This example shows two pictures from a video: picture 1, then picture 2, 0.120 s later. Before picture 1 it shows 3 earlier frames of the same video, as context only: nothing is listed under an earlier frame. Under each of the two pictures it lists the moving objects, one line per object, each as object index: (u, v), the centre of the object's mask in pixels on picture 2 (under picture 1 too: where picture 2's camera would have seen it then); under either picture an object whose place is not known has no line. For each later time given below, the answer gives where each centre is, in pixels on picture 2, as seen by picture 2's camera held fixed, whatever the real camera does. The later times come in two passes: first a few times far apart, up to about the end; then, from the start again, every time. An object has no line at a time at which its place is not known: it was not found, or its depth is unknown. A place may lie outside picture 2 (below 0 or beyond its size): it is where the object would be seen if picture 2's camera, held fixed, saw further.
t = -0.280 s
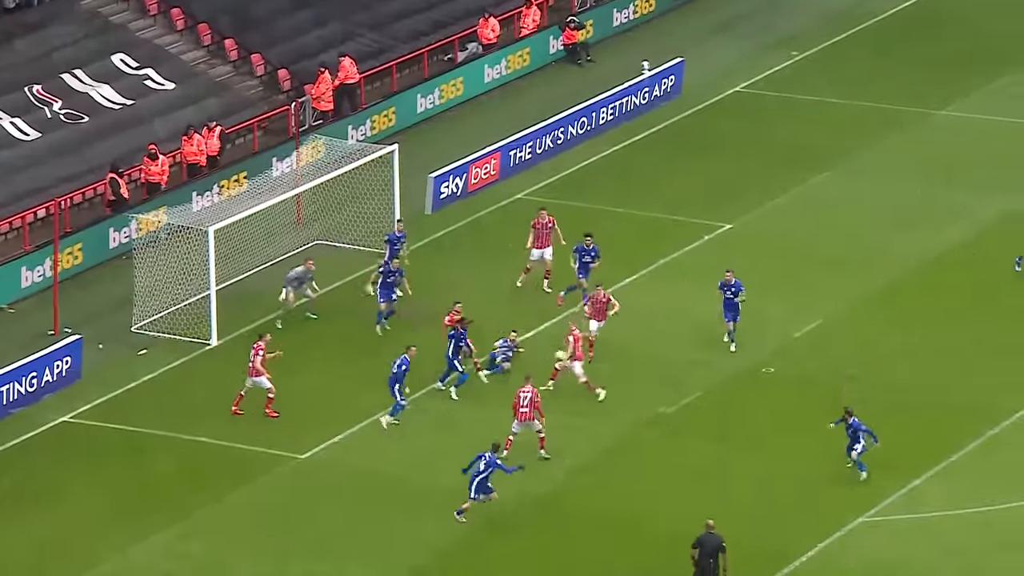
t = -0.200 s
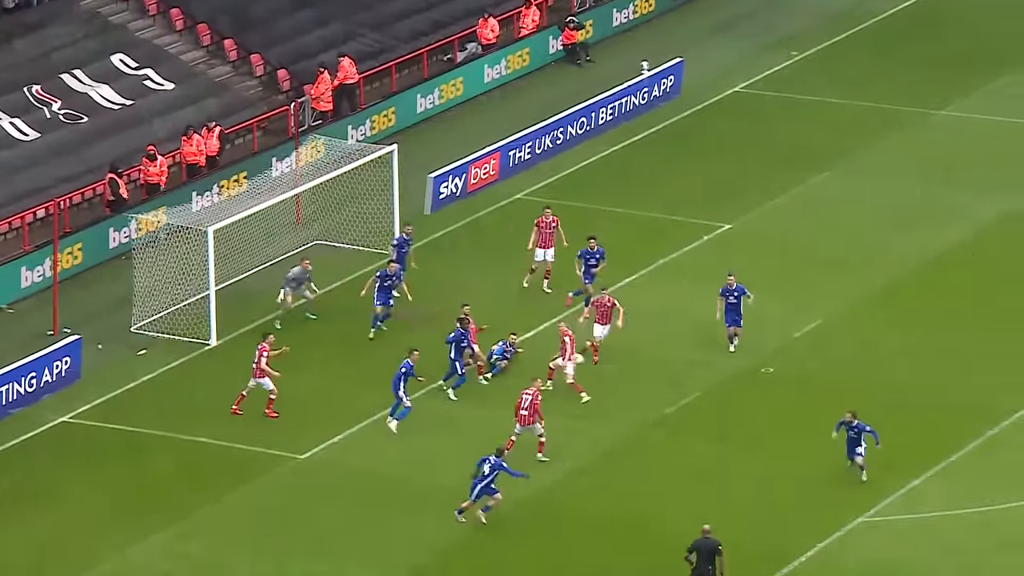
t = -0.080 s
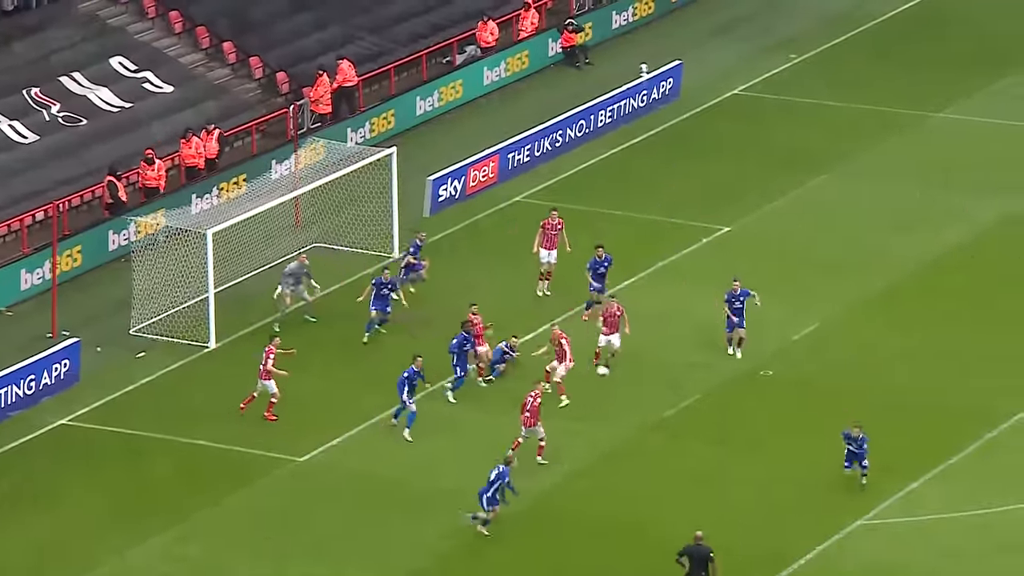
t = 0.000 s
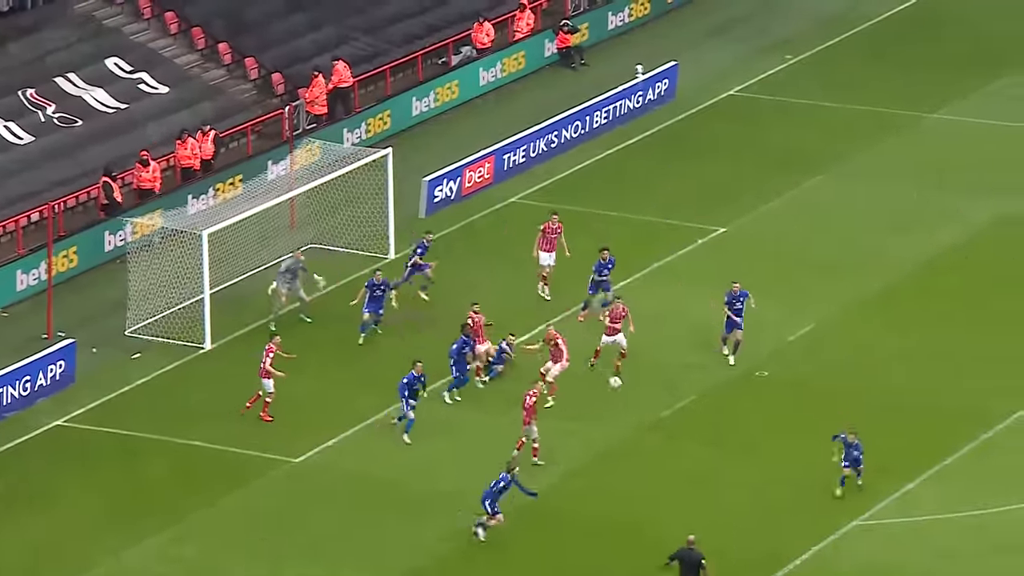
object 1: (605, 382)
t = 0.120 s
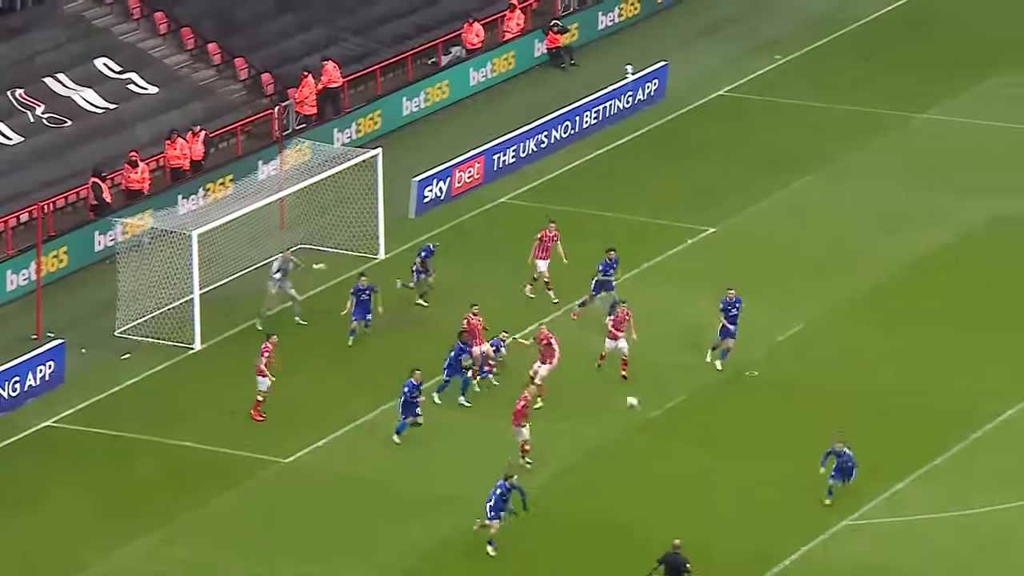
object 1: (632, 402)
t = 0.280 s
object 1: (668, 437)
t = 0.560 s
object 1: (733, 532)
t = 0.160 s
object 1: (641, 410)
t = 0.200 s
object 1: (650, 418)
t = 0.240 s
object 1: (659, 427)
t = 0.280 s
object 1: (668, 437)
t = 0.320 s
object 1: (678, 448)
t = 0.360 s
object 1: (687, 461)
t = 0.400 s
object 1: (695, 472)
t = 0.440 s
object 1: (705, 486)
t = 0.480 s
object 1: (715, 500)
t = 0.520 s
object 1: (724, 516)
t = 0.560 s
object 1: (733, 532)
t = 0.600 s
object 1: (743, 548)
